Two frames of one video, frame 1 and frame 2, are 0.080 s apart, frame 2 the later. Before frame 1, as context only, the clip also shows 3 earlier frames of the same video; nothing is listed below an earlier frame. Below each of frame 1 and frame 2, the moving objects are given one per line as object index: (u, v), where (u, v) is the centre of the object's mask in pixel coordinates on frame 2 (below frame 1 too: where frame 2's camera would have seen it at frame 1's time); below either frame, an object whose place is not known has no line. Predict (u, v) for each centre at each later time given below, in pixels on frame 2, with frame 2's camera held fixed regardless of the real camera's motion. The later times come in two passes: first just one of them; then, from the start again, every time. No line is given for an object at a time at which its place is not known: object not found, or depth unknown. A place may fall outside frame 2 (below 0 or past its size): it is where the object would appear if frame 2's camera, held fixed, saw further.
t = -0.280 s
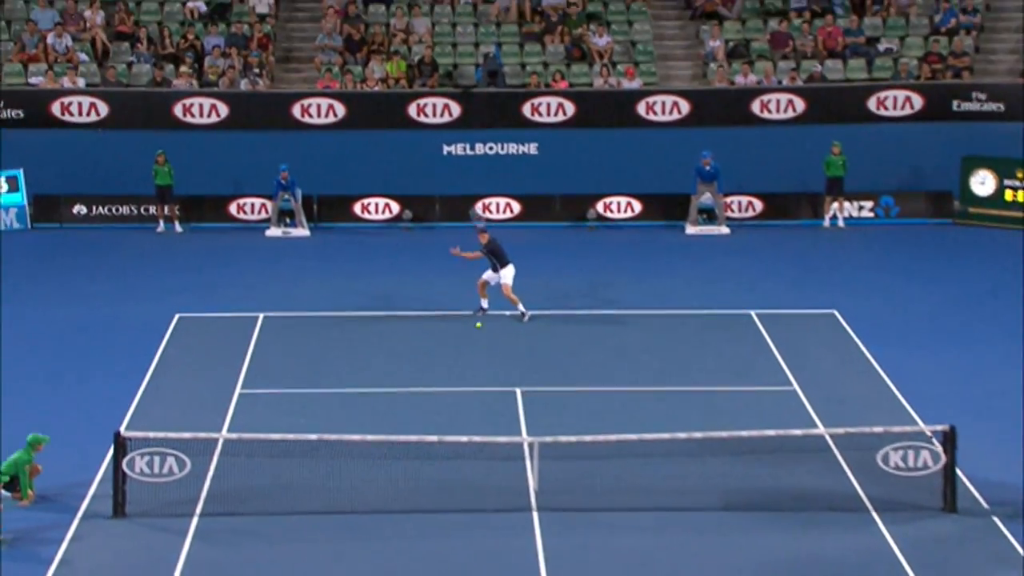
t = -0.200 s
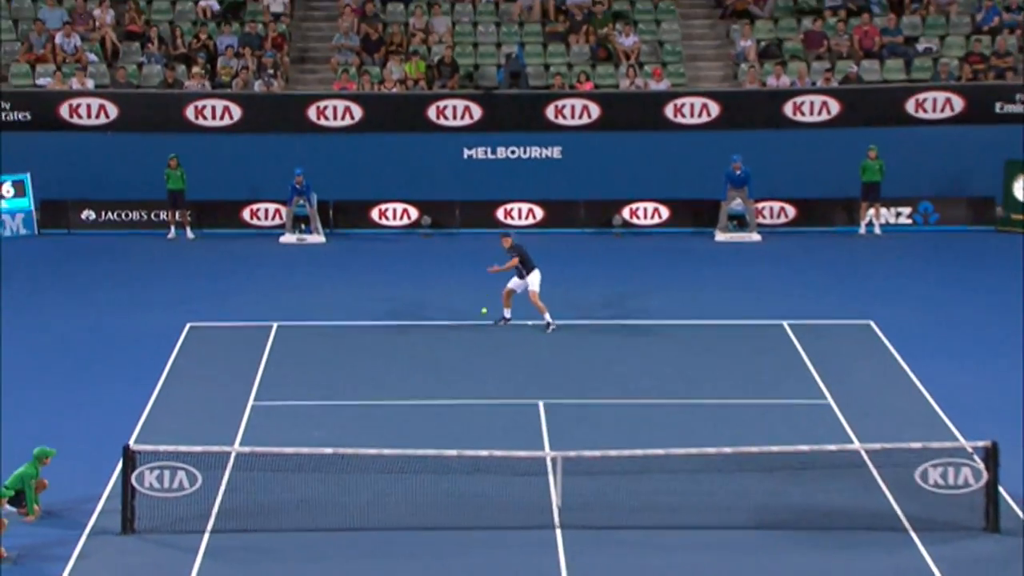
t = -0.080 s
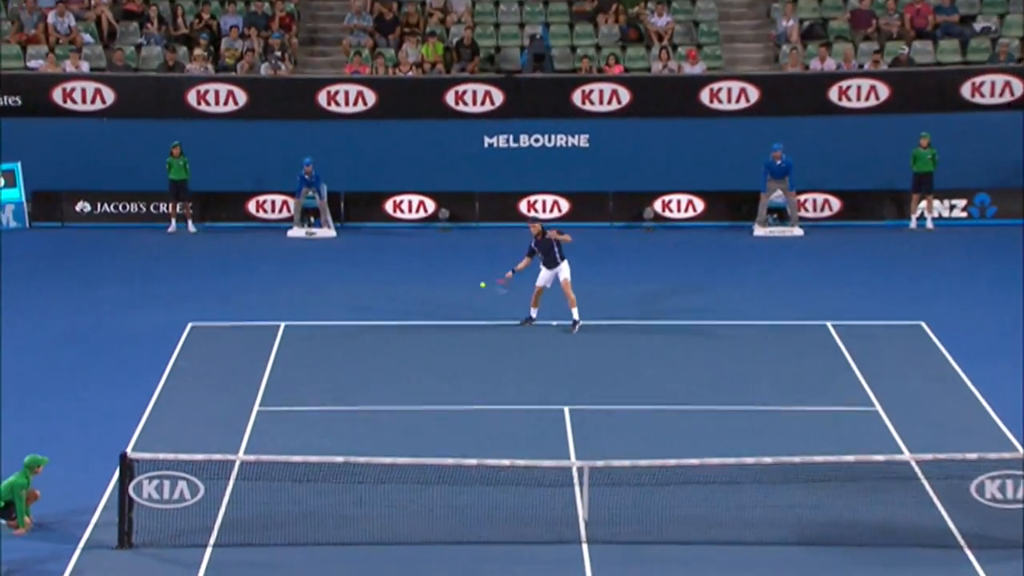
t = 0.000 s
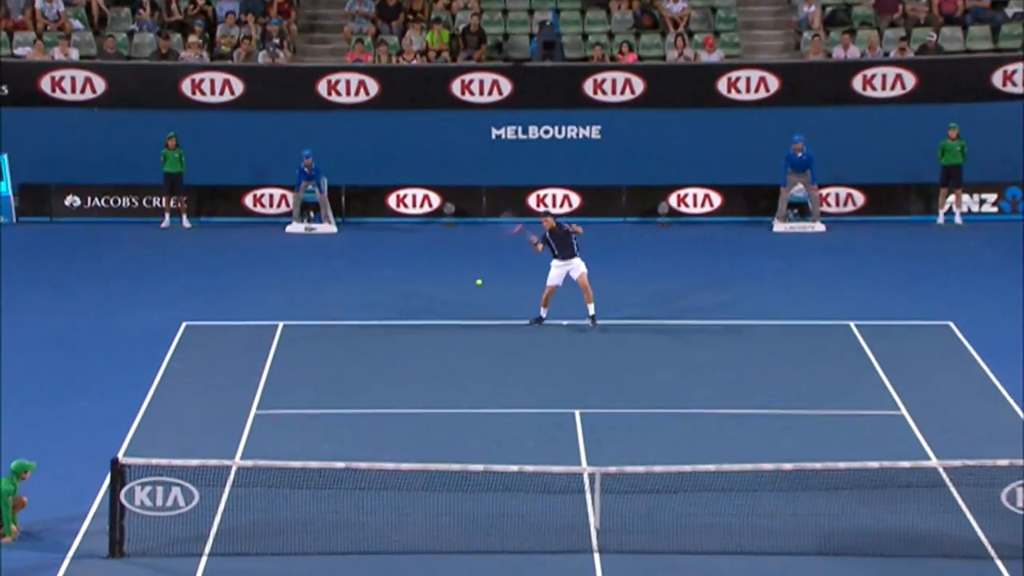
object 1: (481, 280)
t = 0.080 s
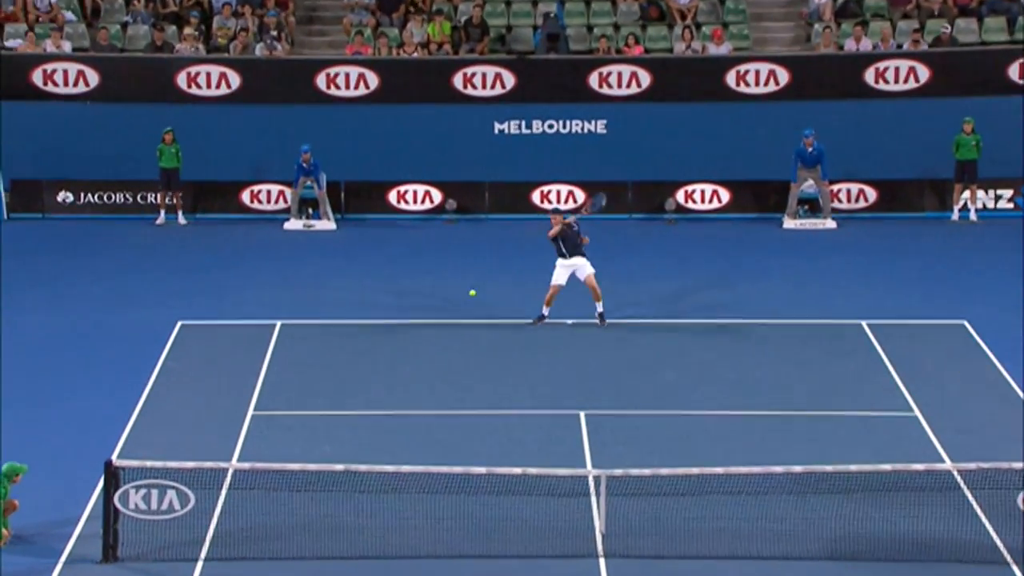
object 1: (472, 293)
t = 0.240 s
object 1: (451, 342)
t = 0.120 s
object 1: (467, 302)
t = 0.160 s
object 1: (462, 313)
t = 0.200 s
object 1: (456, 326)
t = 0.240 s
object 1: (451, 342)
